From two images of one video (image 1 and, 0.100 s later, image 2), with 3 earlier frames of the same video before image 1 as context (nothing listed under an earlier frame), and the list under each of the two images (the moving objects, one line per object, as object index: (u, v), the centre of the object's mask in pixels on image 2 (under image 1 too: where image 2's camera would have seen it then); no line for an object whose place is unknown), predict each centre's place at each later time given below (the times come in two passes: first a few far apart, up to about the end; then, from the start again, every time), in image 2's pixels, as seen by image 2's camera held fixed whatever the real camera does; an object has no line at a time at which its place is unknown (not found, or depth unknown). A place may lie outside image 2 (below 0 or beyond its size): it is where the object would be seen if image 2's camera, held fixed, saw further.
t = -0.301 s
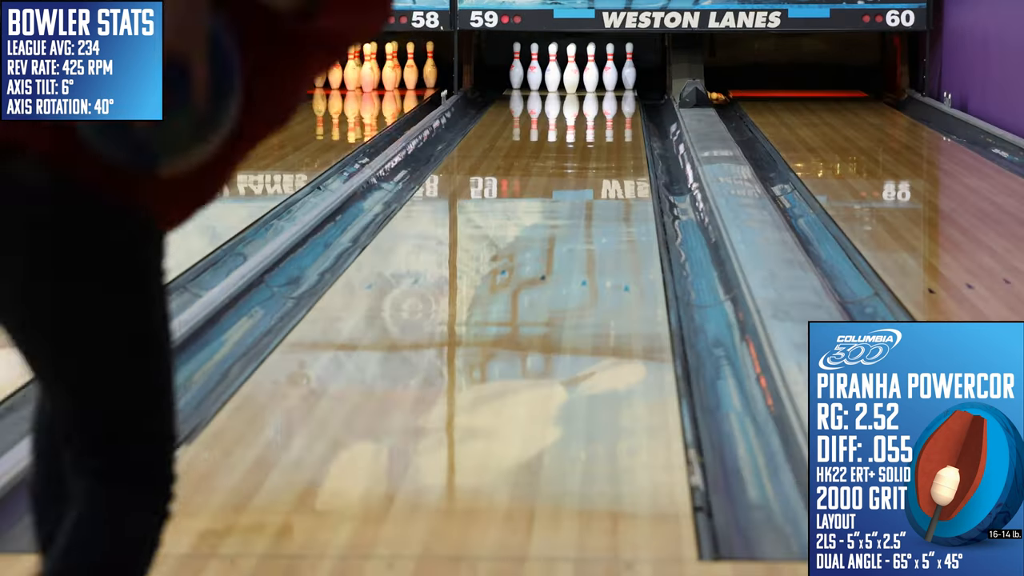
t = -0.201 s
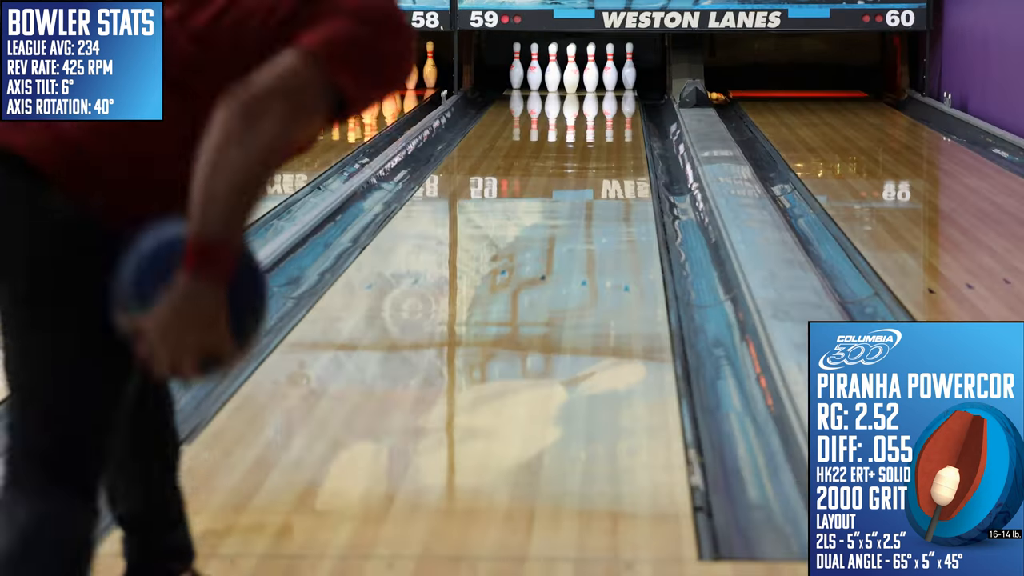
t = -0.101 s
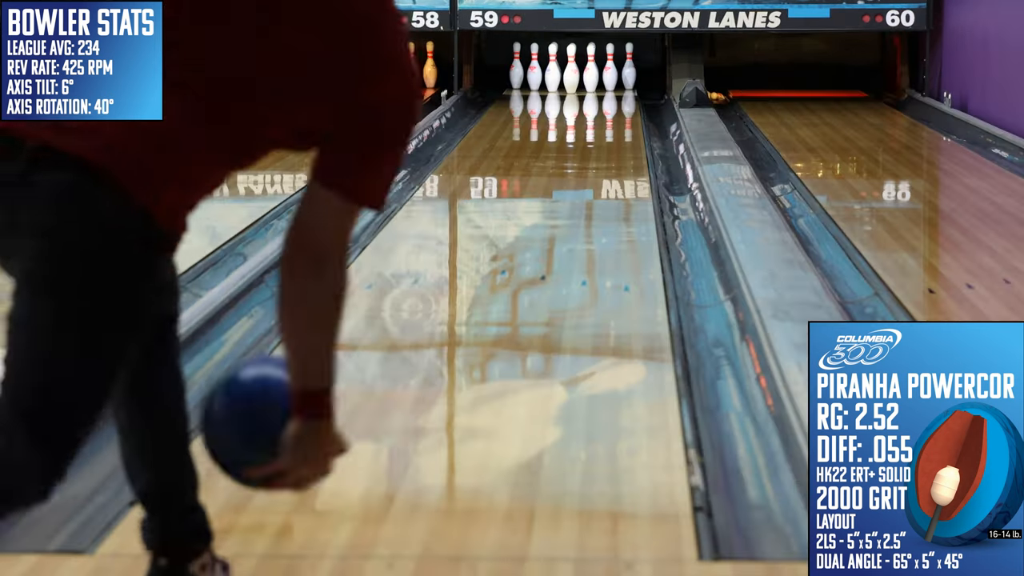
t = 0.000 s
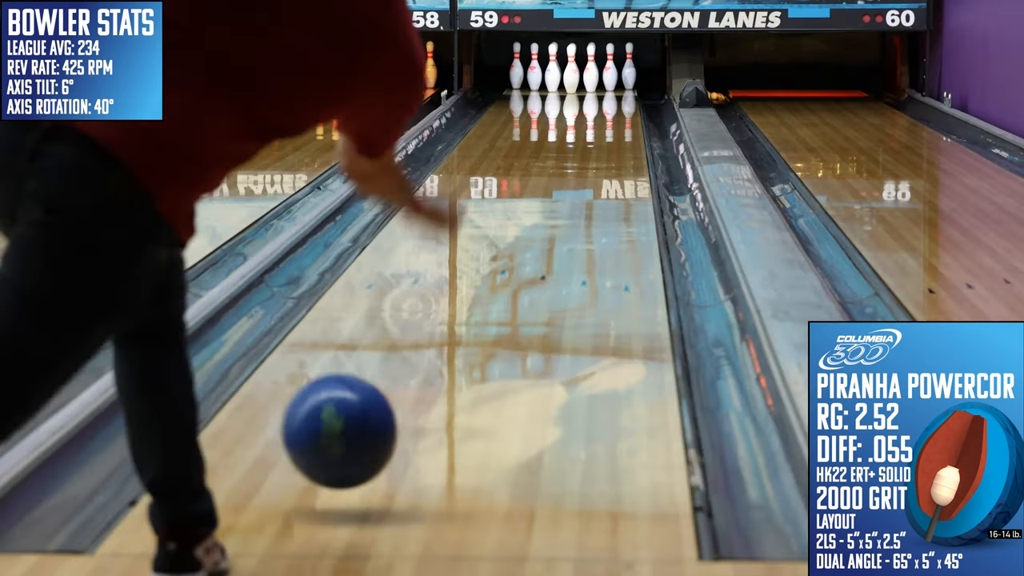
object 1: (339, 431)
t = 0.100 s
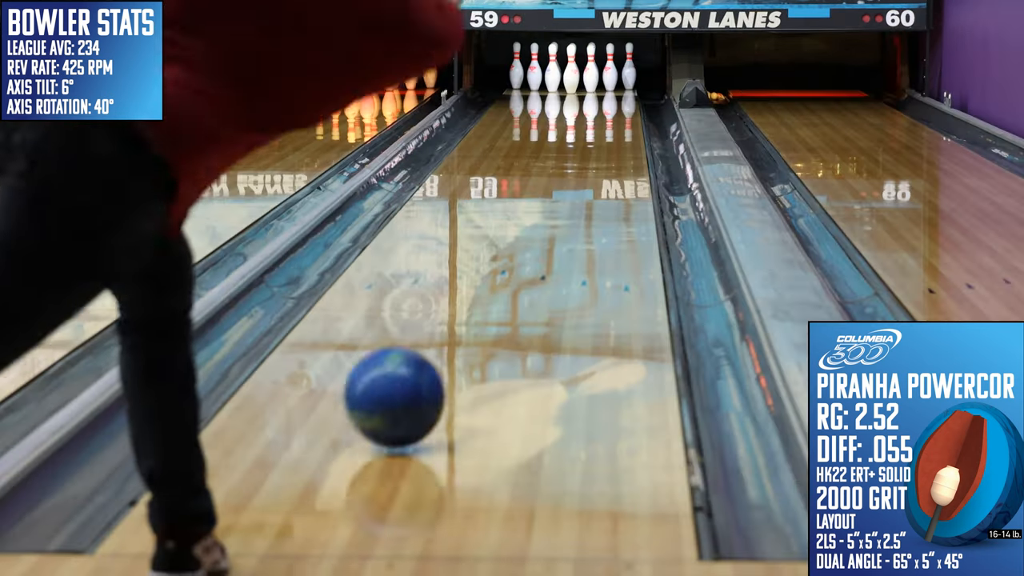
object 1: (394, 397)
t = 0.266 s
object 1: (461, 327)
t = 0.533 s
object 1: (529, 249)
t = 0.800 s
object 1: (570, 200)
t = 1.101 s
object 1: (601, 161)
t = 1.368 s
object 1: (617, 137)
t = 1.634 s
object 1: (623, 118)
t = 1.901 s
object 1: (618, 103)
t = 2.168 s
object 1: (602, 91)
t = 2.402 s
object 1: (579, 82)
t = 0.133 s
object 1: (410, 384)
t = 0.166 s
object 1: (424, 368)
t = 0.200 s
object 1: (437, 353)
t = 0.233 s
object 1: (449, 339)
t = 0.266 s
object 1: (461, 327)
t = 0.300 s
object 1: (471, 315)
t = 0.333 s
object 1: (481, 304)
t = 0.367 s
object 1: (490, 294)
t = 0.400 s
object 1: (499, 284)
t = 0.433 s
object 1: (507, 274)
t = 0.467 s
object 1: (514, 266)
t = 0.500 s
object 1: (522, 257)
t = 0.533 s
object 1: (529, 249)
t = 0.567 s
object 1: (530, 245)
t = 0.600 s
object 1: (541, 235)
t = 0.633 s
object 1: (546, 229)
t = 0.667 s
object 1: (552, 222)
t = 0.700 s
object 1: (557, 216)
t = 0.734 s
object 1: (561, 211)
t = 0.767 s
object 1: (566, 205)
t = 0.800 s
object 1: (570, 200)
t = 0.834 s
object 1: (575, 195)
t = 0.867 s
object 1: (578, 190)
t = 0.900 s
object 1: (582, 185)
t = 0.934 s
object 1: (585, 181)
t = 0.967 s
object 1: (589, 177)
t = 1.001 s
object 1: (592, 172)
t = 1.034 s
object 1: (595, 168)
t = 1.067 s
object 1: (598, 165)
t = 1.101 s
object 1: (601, 161)
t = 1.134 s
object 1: (603, 158)
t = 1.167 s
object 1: (606, 154)
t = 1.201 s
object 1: (608, 151)
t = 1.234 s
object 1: (610, 148)
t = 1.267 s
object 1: (612, 145)
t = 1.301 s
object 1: (614, 142)
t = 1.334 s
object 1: (615, 139)
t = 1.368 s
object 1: (617, 137)
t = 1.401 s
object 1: (618, 134)
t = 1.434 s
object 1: (619, 131)
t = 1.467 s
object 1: (620, 129)
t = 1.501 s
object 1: (621, 126)
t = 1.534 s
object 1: (622, 124)
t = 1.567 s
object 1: (622, 122)
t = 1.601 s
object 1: (623, 120)
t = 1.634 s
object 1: (623, 118)
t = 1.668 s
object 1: (623, 116)
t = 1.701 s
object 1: (623, 114)
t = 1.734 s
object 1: (622, 112)
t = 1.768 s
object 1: (622, 110)
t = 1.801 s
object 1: (621, 108)
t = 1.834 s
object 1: (620, 106)
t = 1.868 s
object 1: (619, 105)
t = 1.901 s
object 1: (618, 103)
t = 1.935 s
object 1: (617, 101)
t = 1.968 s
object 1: (615, 100)
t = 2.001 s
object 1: (613, 98)
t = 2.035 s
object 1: (611, 96)
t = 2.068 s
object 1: (609, 95)
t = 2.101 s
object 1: (607, 94)
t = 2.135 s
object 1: (604, 92)
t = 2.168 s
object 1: (602, 91)
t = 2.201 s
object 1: (599, 89)
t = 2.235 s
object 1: (595, 88)
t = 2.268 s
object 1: (593, 87)
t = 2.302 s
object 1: (589, 86)
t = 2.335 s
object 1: (586, 85)
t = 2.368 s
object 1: (583, 84)
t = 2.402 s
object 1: (579, 82)
